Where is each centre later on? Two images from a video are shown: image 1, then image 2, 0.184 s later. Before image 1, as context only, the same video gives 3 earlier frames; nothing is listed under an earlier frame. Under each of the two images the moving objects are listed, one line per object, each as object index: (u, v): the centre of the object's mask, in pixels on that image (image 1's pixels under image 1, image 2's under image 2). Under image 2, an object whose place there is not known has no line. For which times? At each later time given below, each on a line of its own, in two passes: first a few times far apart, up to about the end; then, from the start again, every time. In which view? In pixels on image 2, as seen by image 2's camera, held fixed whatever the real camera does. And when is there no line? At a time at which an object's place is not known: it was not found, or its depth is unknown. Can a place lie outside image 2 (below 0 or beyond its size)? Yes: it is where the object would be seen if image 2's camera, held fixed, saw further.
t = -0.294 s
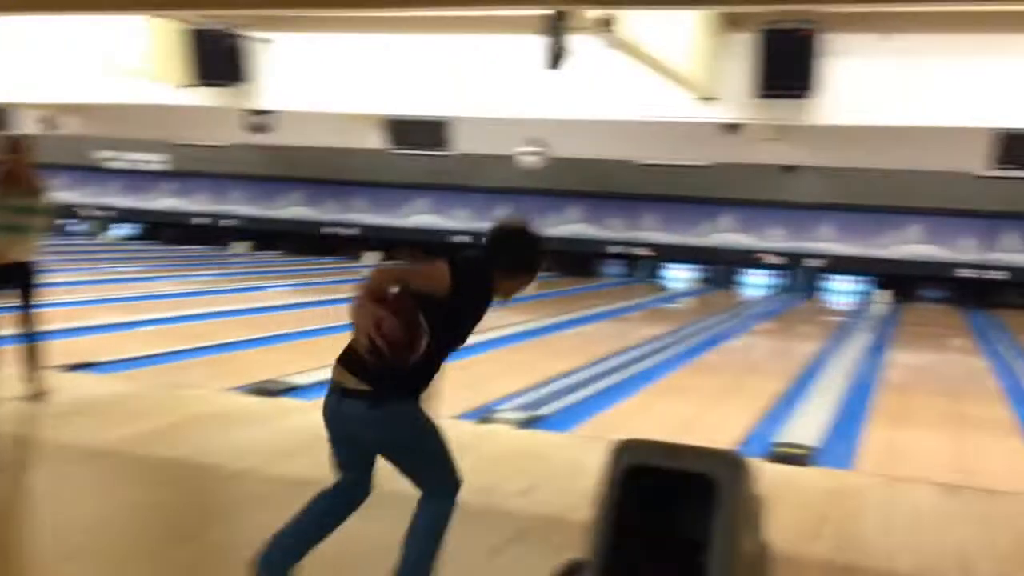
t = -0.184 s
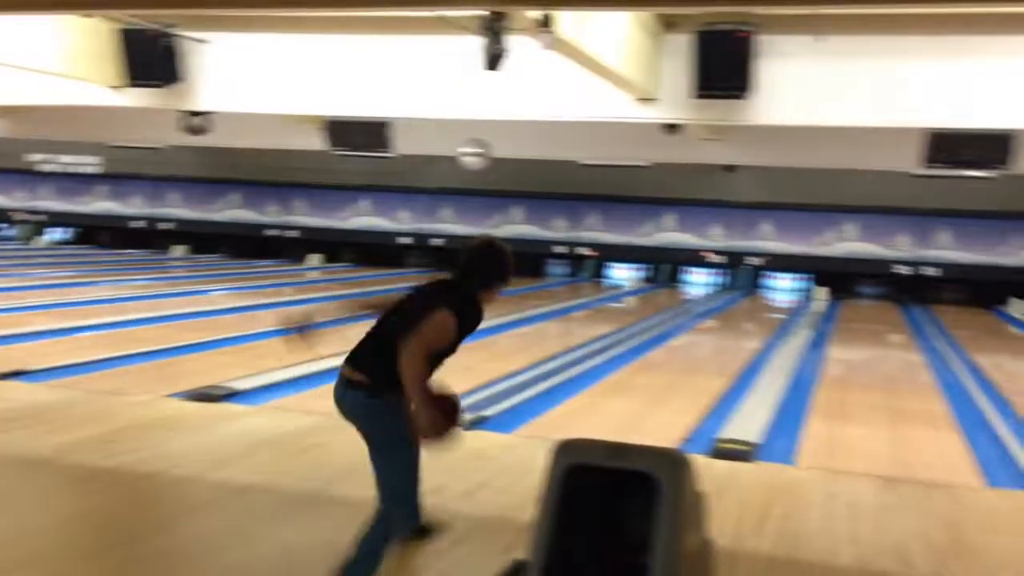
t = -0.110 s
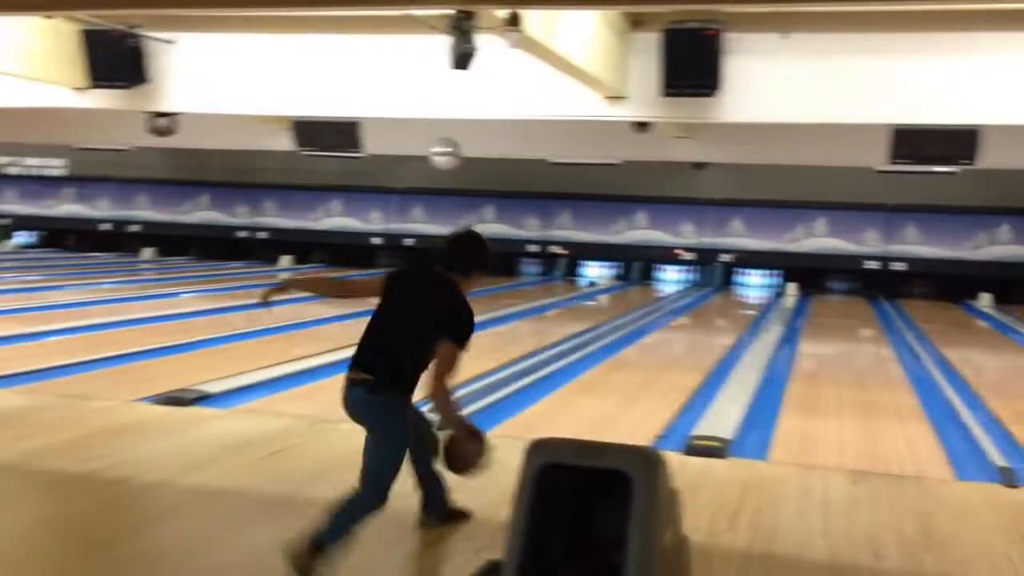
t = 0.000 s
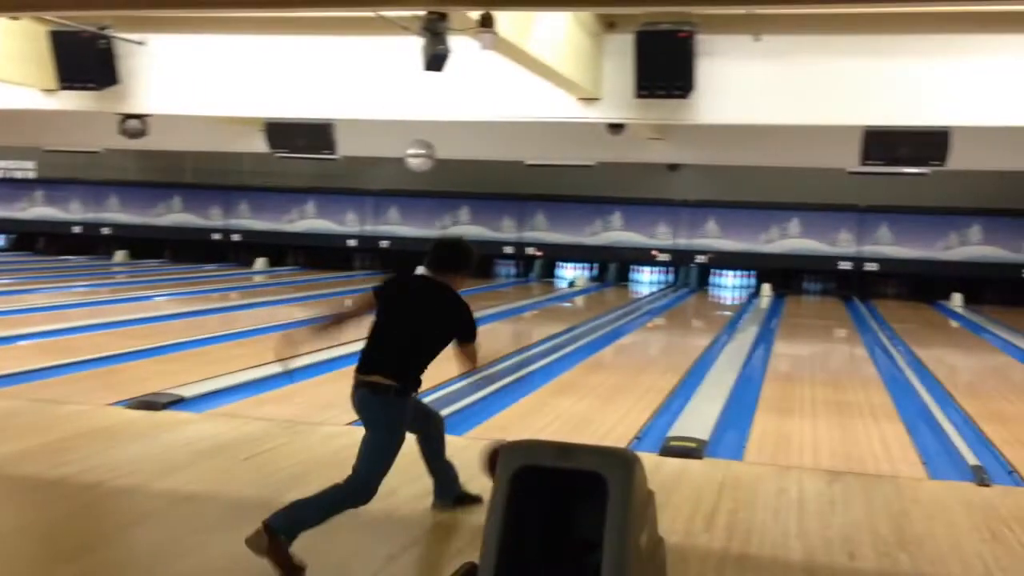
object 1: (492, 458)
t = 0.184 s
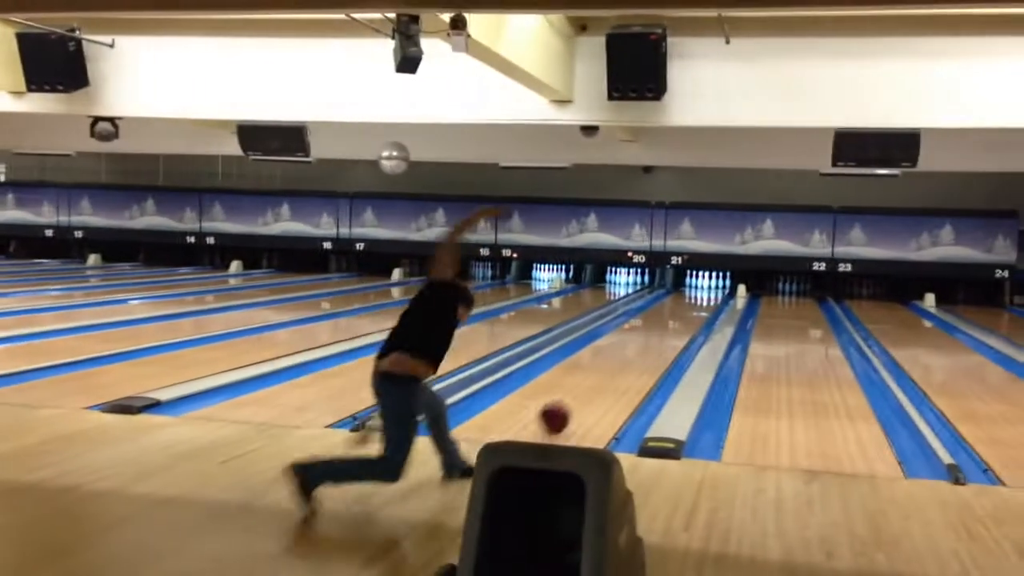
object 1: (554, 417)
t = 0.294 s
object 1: (577, 396)
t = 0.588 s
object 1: (622, 352)
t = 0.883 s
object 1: (649, 327)
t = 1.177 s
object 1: (662, 313)
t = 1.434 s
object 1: (673, 302)
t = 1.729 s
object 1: (682, 293)
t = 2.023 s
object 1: (689, 287)
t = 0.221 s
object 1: (562, 411)
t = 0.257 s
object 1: (570, 403)
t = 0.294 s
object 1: (577, 396)
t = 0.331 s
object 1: (584, 390)
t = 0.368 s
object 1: (590, 384)
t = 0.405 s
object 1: (595, 378)
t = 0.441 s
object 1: (601, 373)
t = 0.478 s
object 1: (610, 364)
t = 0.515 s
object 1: (615, 359)
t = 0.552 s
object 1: (619, 355)
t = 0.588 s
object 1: (622, 352)
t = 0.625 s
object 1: (626, 349)
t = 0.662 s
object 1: (629, 345)
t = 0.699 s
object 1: (632, 342)
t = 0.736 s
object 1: (636, 339)
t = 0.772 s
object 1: (638, 337)
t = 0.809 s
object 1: (641, 334)
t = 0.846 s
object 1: (646, 330)
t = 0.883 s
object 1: (649, 327)
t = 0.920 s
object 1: (650, 325)
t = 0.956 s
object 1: (652, 323)
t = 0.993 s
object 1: (654, 321)
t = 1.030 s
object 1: (656, 320)
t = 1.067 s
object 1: (658, 318)
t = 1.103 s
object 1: (659, 316)
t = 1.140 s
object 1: (661, 314)
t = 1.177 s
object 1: (662, 313)
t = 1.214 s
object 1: (666, 309)
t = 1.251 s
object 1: (667, 308)
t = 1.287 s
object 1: (669, 306)
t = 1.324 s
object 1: (670, 305)
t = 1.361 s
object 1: (671, 304)
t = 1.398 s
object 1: (672, 303)
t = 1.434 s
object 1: (673, 302)
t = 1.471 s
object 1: (675, 301)
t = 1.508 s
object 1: (678, 298)
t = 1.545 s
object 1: (678, 297)
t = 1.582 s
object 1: (680, 296)
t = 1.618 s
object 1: (680, 295)
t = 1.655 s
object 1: (681, 294)
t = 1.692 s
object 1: (681, 294)
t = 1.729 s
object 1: (682, 293)
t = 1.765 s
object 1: (682, 292)
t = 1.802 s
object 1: (683, 292)
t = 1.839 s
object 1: (684, 291)
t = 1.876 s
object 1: (684, 290)
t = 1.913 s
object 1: (686, 290)
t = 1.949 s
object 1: (688, 288)
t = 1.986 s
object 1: (688, 287)
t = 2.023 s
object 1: (689, 287)
